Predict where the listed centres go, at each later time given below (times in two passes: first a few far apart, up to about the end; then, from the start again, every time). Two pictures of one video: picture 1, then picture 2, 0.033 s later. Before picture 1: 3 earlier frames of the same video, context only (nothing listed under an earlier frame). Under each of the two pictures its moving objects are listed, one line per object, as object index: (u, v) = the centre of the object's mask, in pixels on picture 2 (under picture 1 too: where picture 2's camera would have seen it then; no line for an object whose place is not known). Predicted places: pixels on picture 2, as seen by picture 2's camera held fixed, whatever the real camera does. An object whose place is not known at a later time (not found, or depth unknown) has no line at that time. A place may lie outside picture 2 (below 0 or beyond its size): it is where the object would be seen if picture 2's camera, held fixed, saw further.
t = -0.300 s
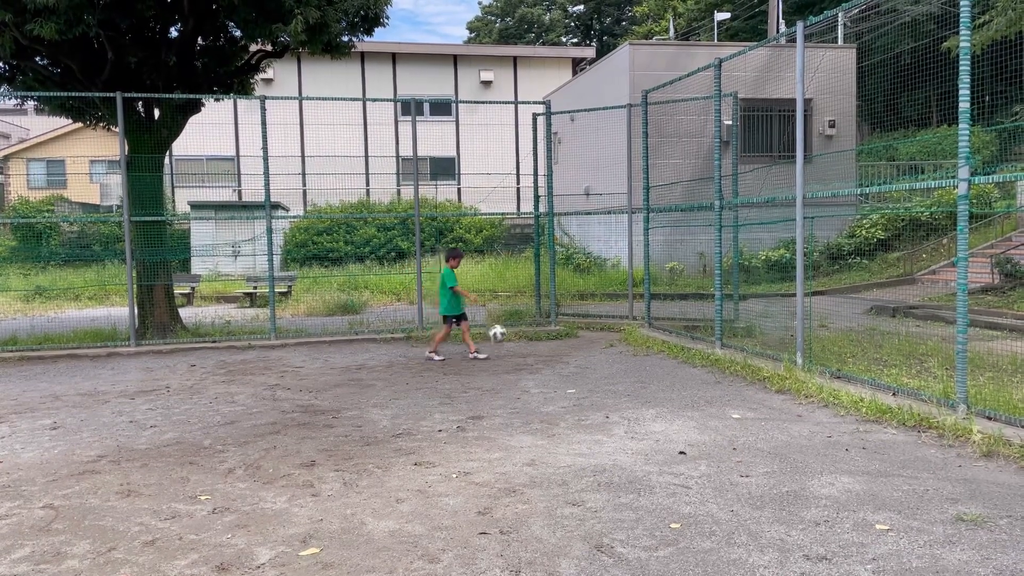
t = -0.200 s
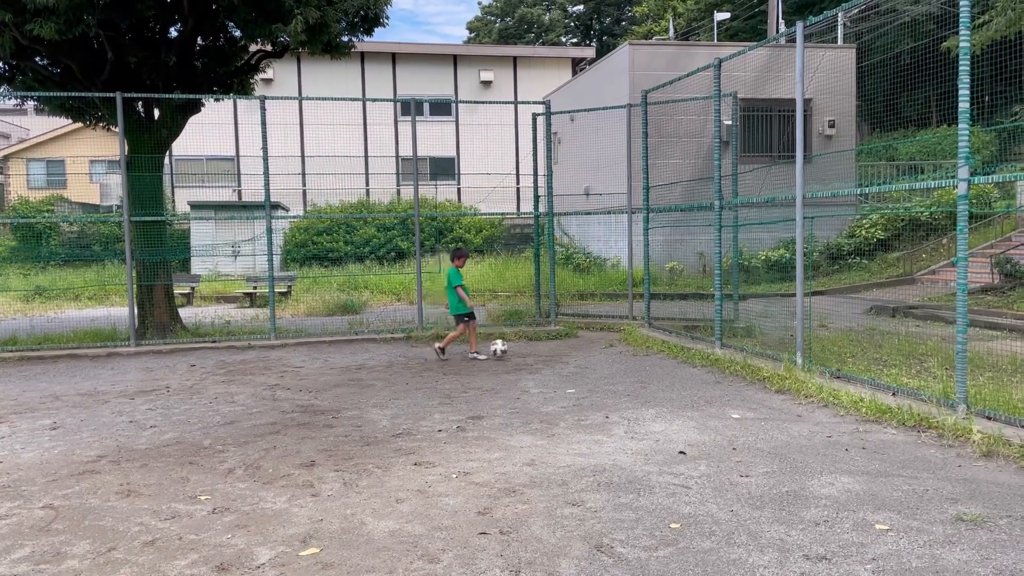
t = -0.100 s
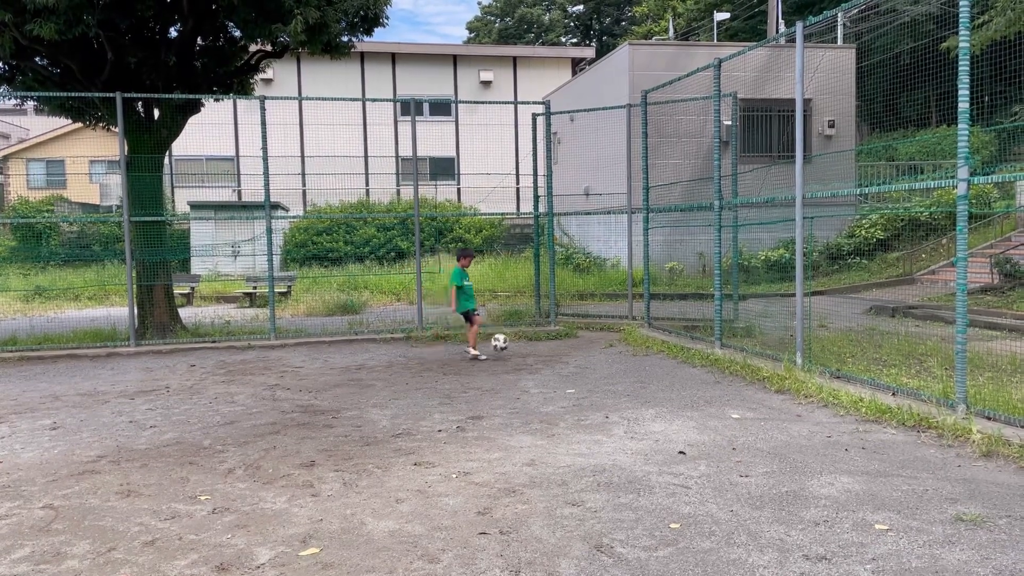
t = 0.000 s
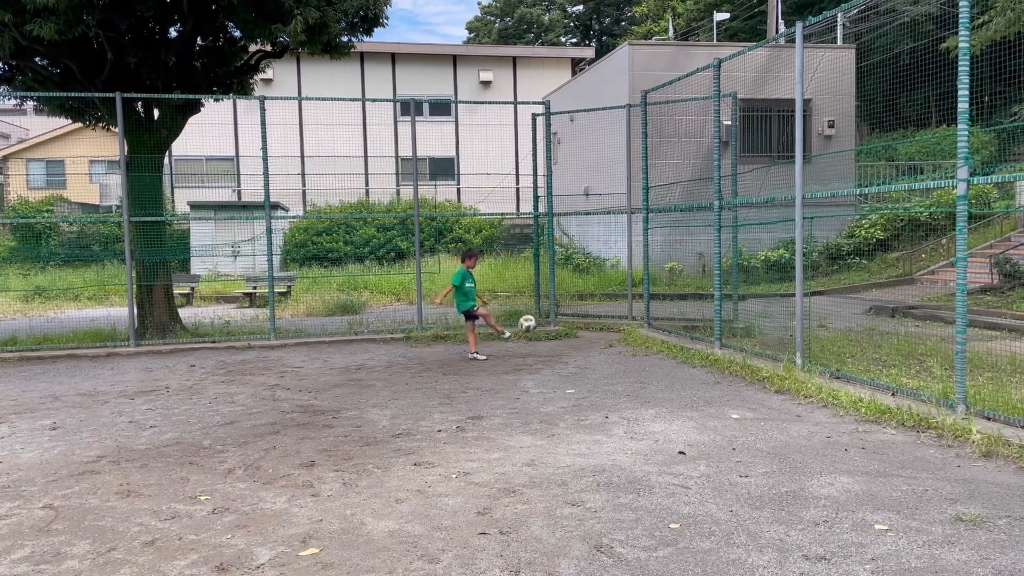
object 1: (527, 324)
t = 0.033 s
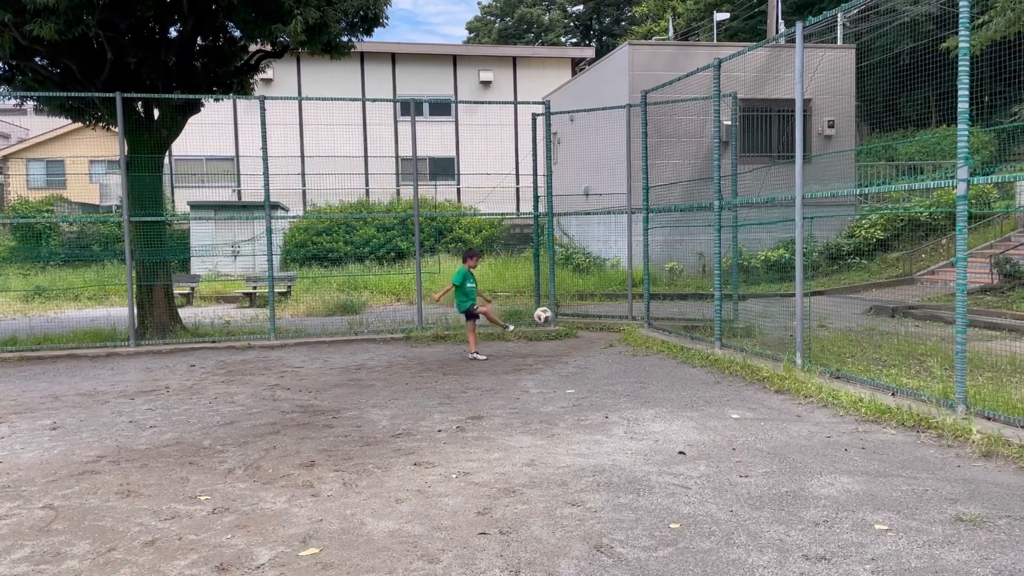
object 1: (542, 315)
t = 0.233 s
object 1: (631, 289)
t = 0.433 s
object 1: (684, 295)
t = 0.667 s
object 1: (642, 333)
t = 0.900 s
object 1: (606, 320)
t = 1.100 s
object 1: (576, 323)
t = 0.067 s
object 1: (557, 309)
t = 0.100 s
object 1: (572, 303)
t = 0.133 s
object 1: (588, 298)
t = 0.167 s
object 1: (602, 294)
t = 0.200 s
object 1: (617, 291)
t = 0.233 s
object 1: (631, 289)
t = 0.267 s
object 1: (646, 288)
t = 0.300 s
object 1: (661, 288)
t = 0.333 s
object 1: (675, 289)
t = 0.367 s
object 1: (688, 291)
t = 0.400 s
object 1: (690, 292)
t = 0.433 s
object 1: (684, 295)
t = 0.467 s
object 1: (679, 298)
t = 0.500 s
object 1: (673, 301)
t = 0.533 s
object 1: (667, 306)
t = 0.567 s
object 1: (660, 310)
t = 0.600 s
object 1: (655, 317)
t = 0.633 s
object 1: (649, 325)
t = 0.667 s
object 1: (642, 333)
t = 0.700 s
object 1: (636, 341)
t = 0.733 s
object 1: (631, 343)
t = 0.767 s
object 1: (625, 338)
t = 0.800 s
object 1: (620, 331)
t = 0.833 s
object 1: (615, 327)
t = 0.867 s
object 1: (611, 323)
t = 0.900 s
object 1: (606, 320)
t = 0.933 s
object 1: (601, 317)
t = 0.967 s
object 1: (595, 317)
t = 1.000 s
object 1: (590, 317)
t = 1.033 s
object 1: (586, 318)
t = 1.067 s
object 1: (581, 320)
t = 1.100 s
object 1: (576, 323)
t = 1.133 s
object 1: (571, 328)
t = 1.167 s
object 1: (566, 332)
